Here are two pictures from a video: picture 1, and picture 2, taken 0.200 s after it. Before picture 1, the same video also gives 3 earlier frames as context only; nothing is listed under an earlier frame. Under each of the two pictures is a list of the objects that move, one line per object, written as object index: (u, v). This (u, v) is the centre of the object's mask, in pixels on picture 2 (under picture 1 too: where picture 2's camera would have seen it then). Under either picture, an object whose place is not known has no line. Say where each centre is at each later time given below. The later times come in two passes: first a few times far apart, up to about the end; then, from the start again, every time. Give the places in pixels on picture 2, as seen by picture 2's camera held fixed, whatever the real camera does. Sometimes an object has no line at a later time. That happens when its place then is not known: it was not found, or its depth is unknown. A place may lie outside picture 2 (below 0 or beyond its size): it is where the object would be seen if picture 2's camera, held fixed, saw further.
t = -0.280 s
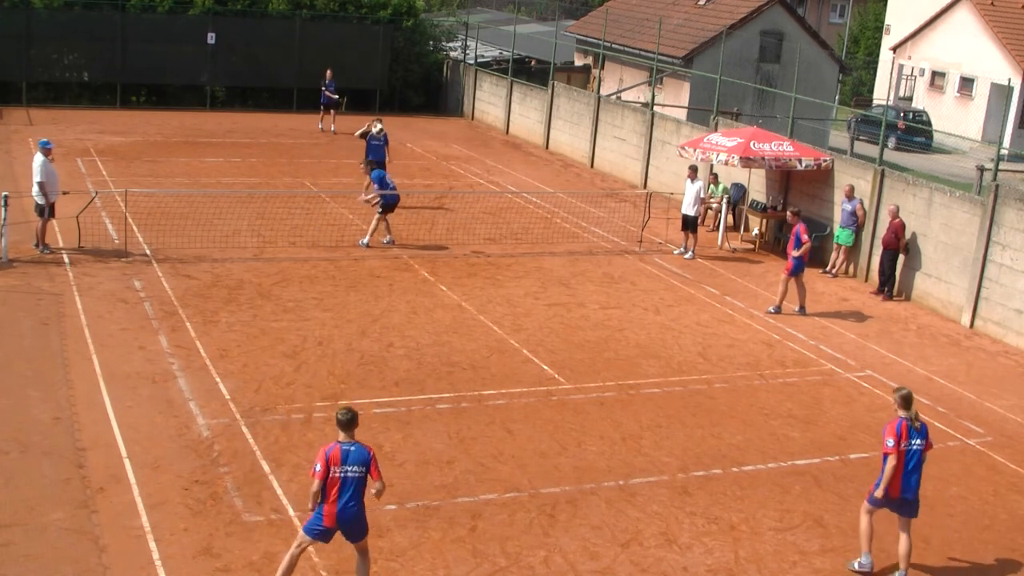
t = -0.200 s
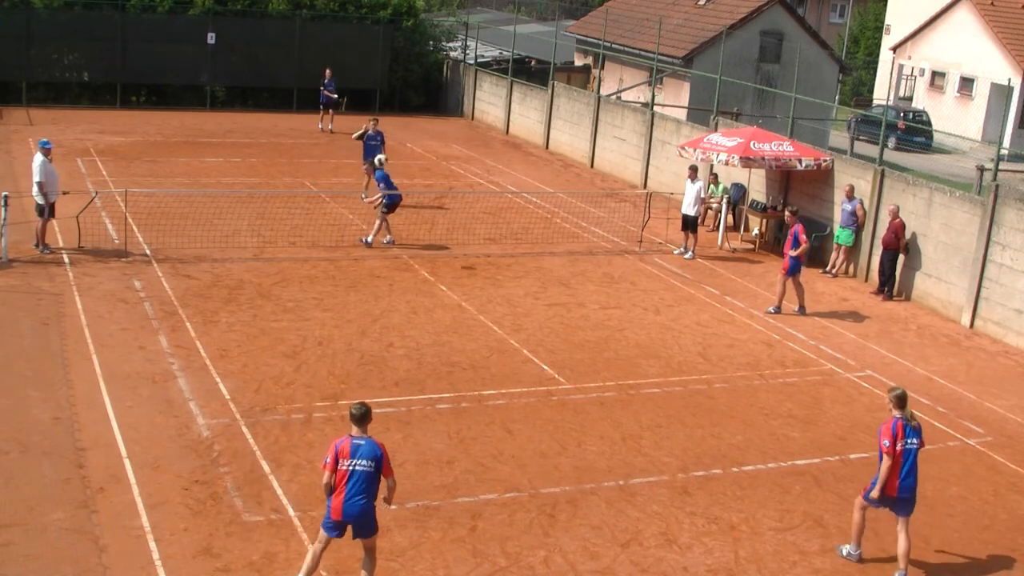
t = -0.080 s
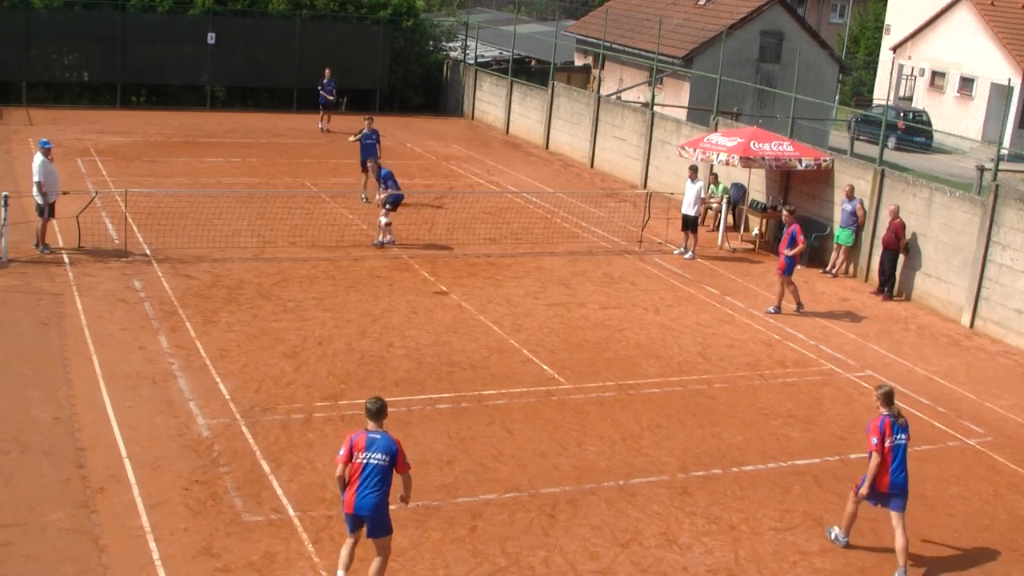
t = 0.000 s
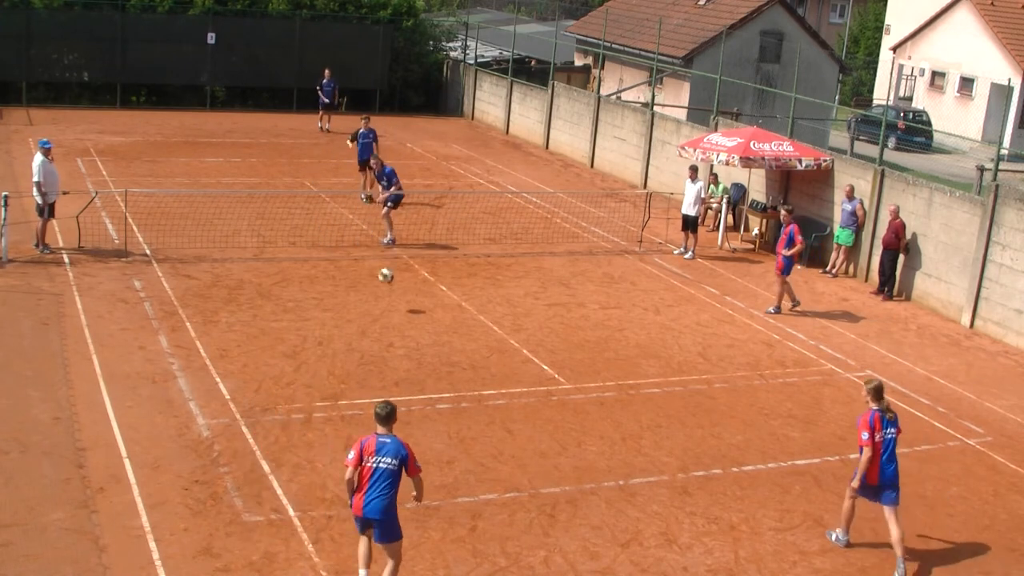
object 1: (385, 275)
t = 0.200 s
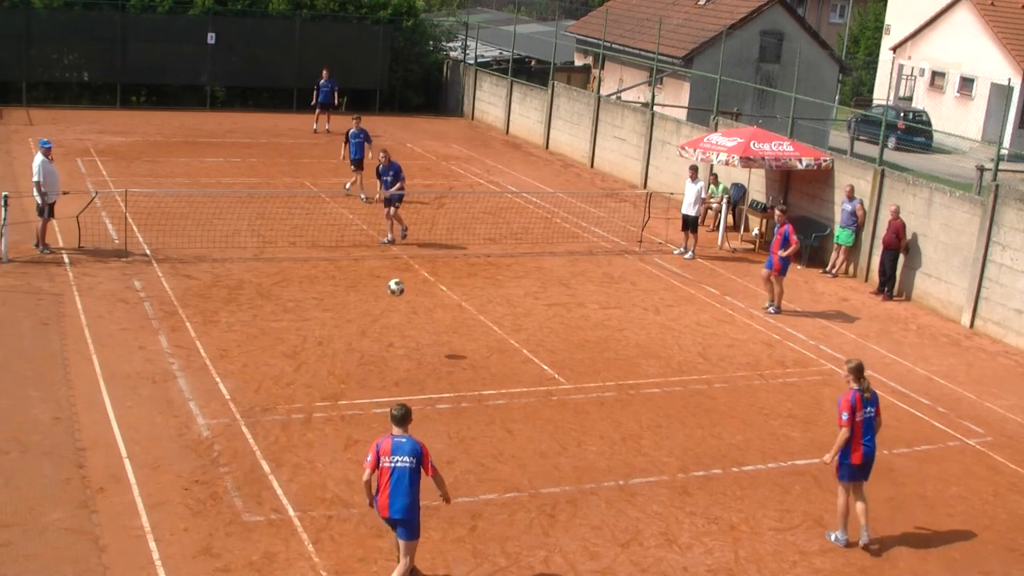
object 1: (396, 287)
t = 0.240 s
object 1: (398, 281)
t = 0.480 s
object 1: (412, 270)
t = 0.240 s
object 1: (398, 281)
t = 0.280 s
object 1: (400, 275)
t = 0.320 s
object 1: (402, 271)
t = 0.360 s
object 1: (405, 268)
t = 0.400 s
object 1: (407, 267)
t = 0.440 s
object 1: (409, 268)
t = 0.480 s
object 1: (412, 270)
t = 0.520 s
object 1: (414, 274)
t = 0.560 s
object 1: (417, 280)
